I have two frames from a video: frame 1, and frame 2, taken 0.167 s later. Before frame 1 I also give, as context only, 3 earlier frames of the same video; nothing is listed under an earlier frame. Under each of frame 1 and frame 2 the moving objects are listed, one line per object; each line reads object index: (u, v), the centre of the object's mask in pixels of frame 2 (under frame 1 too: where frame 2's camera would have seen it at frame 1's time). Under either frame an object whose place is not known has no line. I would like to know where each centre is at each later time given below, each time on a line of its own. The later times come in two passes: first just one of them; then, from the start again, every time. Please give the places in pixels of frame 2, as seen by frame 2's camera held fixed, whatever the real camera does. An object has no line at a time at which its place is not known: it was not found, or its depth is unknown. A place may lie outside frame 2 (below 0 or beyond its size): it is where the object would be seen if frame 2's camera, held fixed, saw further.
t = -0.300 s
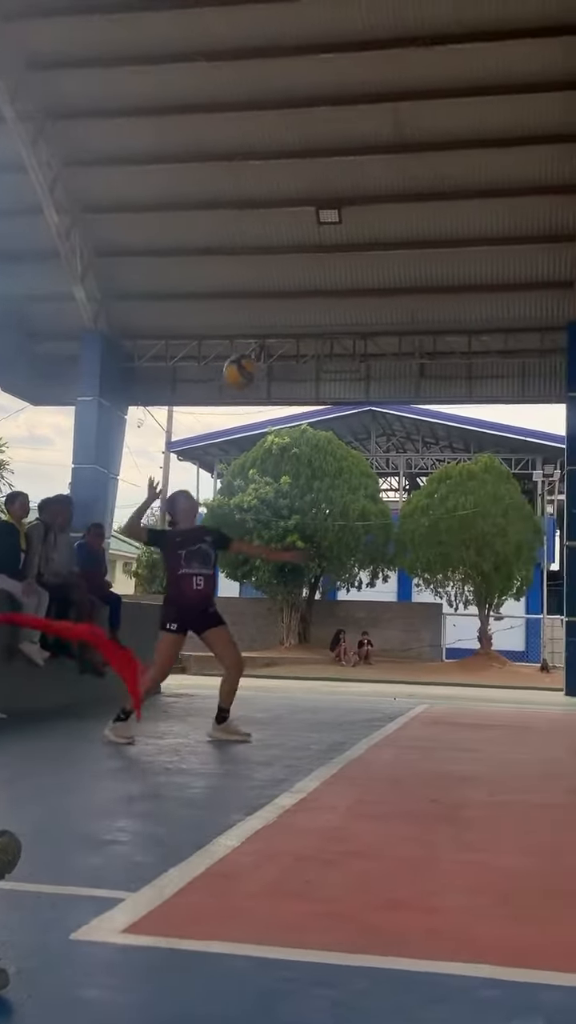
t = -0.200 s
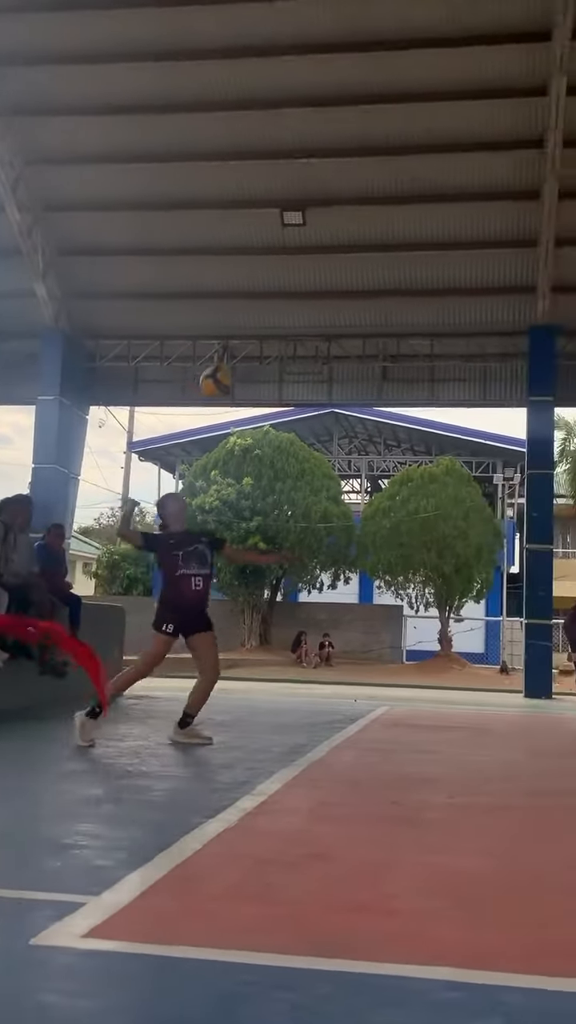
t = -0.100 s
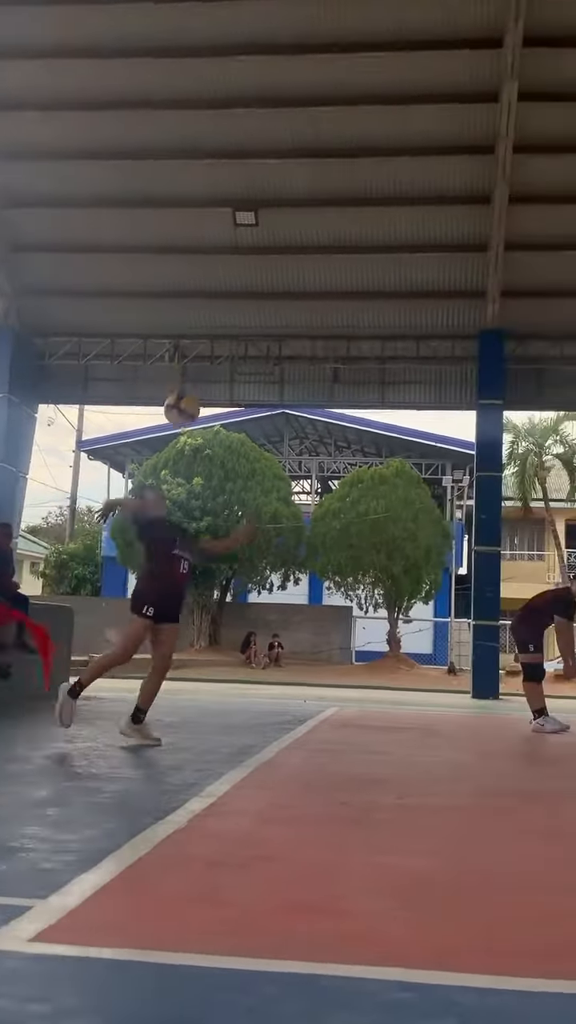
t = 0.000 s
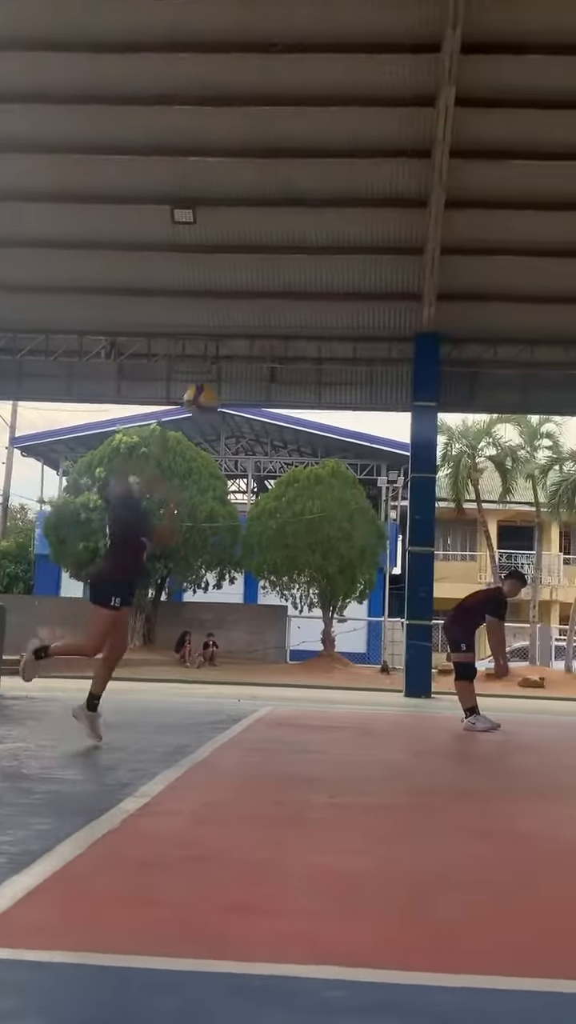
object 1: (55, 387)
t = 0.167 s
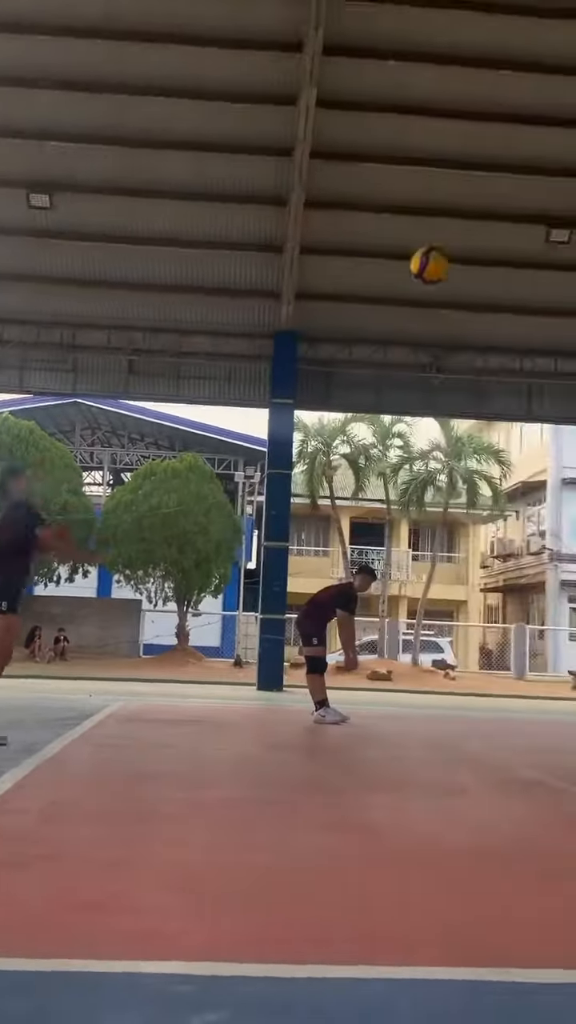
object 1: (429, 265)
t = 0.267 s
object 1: (654, 210)
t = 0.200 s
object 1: (504, 245)
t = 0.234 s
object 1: (579, 227)
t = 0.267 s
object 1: (654, 210)
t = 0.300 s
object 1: (730, 194)
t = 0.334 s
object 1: (795, 181)
